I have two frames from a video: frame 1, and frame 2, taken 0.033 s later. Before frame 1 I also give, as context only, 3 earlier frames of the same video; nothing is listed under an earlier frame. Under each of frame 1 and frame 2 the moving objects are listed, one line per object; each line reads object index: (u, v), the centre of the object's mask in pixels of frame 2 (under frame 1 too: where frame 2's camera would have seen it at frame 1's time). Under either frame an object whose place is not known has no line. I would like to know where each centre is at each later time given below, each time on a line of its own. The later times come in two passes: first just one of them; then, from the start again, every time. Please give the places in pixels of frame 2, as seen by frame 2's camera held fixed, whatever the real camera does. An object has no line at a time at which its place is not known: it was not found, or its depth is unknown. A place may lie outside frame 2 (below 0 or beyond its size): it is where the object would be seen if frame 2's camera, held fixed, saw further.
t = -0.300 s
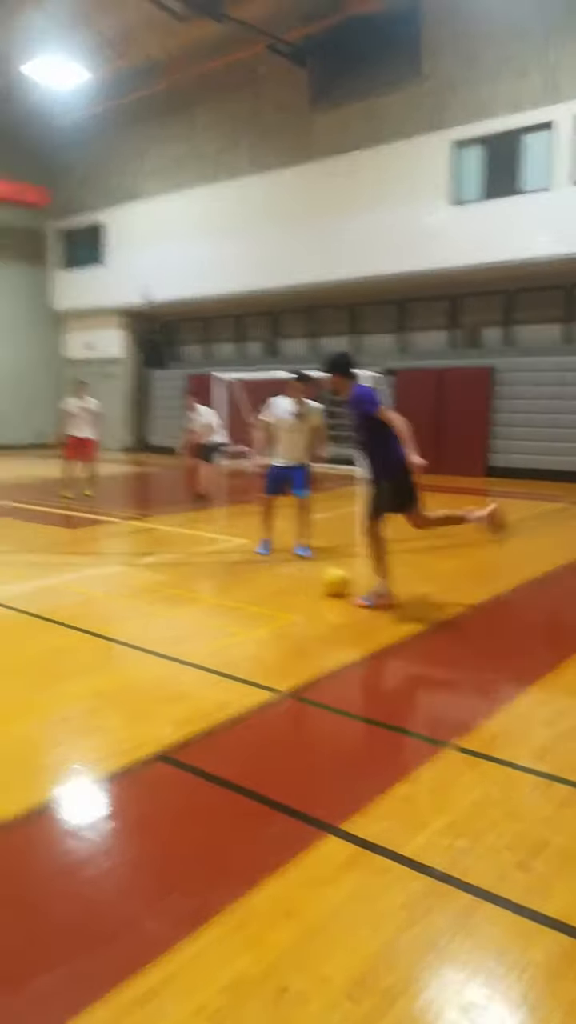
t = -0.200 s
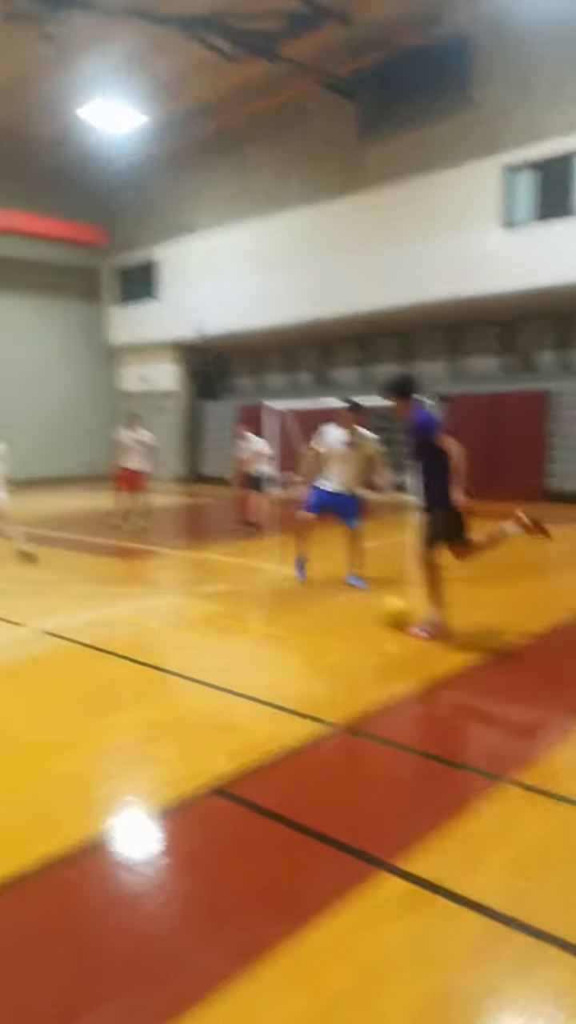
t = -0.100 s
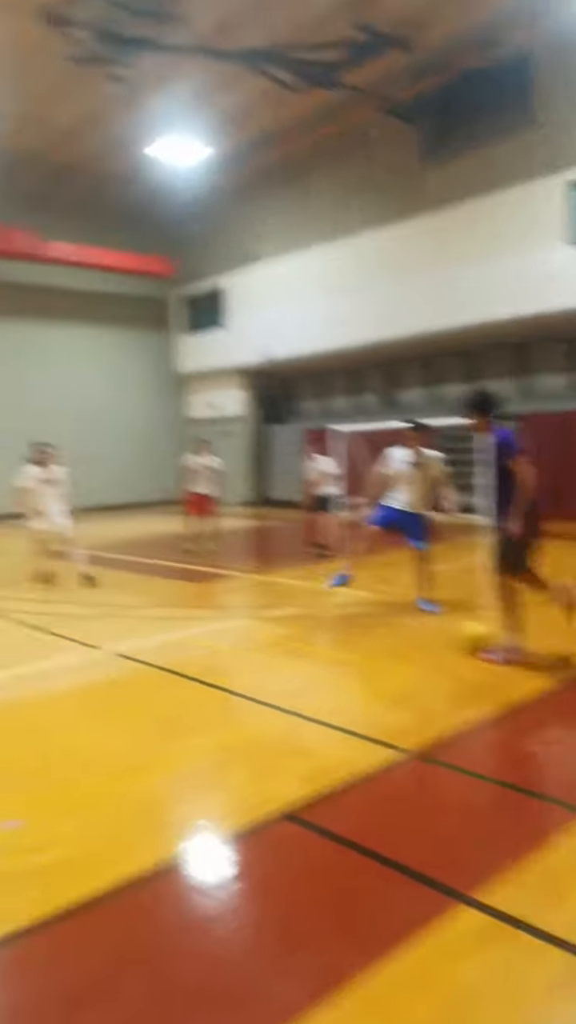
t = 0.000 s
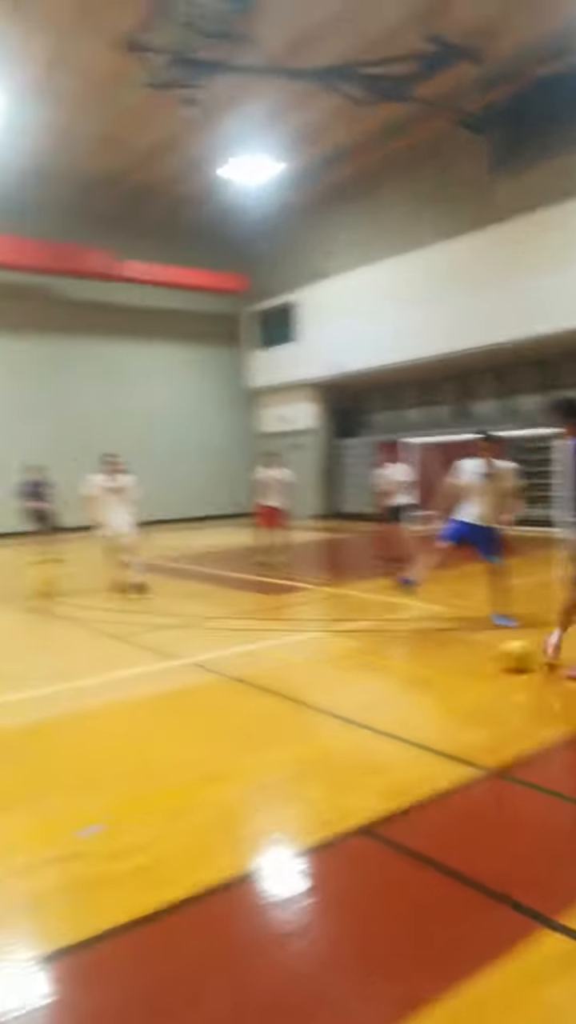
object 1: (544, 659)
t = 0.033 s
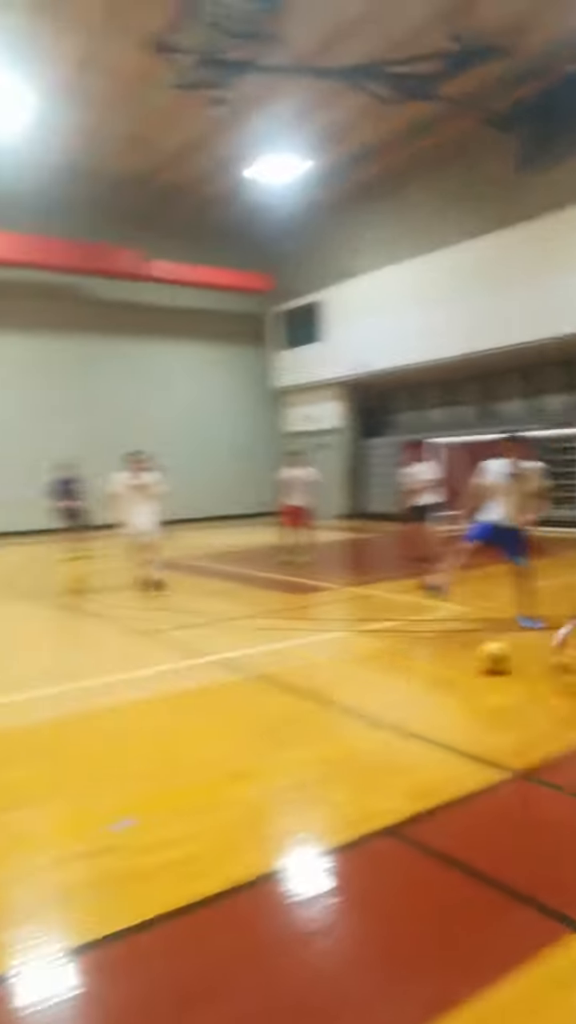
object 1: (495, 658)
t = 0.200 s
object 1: (278, 661)
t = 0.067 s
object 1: (450, 659)
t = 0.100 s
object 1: (404, 658)
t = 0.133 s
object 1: (361, 658)
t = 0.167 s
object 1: (319, 660)
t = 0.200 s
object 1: (278, 661)
